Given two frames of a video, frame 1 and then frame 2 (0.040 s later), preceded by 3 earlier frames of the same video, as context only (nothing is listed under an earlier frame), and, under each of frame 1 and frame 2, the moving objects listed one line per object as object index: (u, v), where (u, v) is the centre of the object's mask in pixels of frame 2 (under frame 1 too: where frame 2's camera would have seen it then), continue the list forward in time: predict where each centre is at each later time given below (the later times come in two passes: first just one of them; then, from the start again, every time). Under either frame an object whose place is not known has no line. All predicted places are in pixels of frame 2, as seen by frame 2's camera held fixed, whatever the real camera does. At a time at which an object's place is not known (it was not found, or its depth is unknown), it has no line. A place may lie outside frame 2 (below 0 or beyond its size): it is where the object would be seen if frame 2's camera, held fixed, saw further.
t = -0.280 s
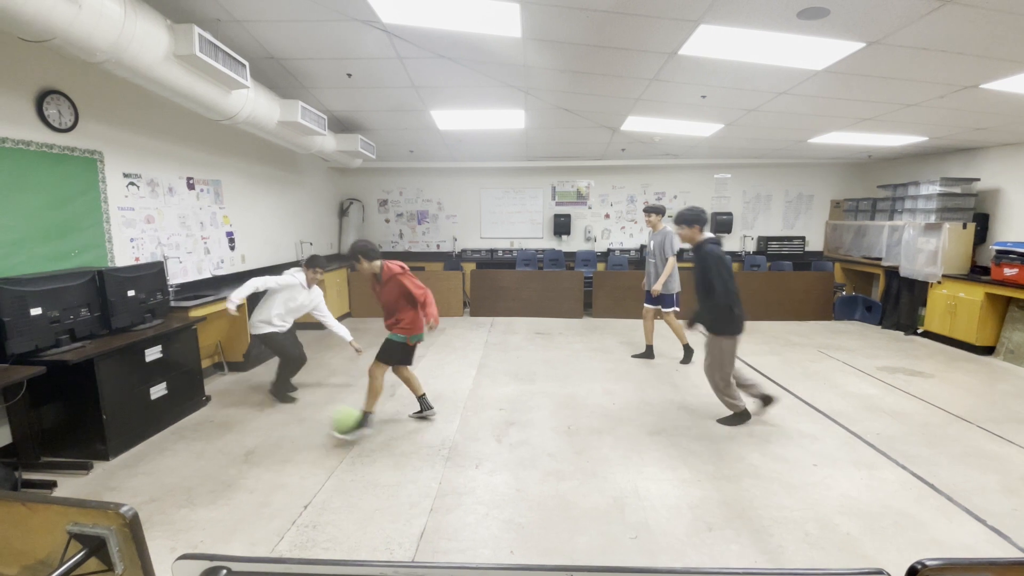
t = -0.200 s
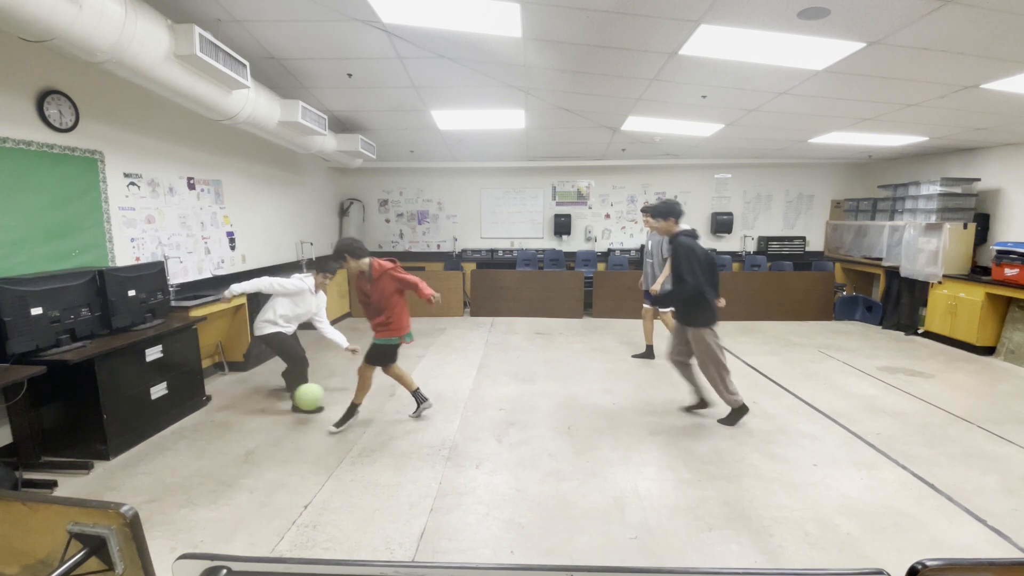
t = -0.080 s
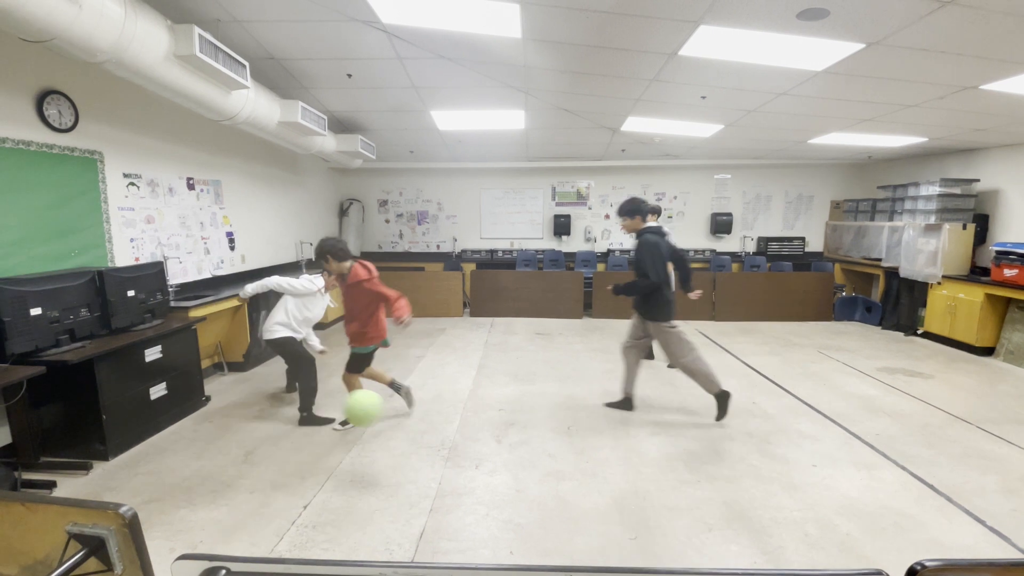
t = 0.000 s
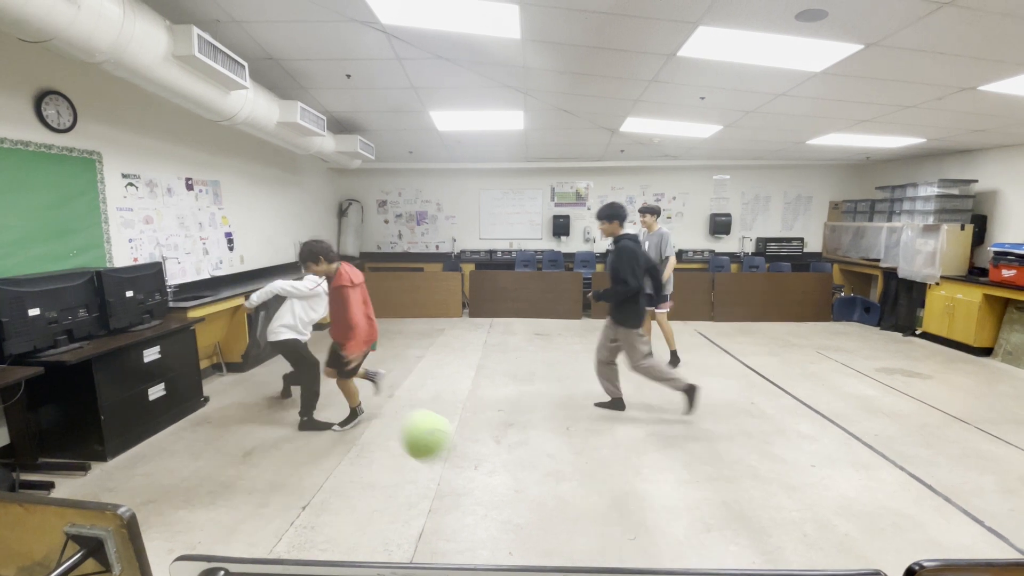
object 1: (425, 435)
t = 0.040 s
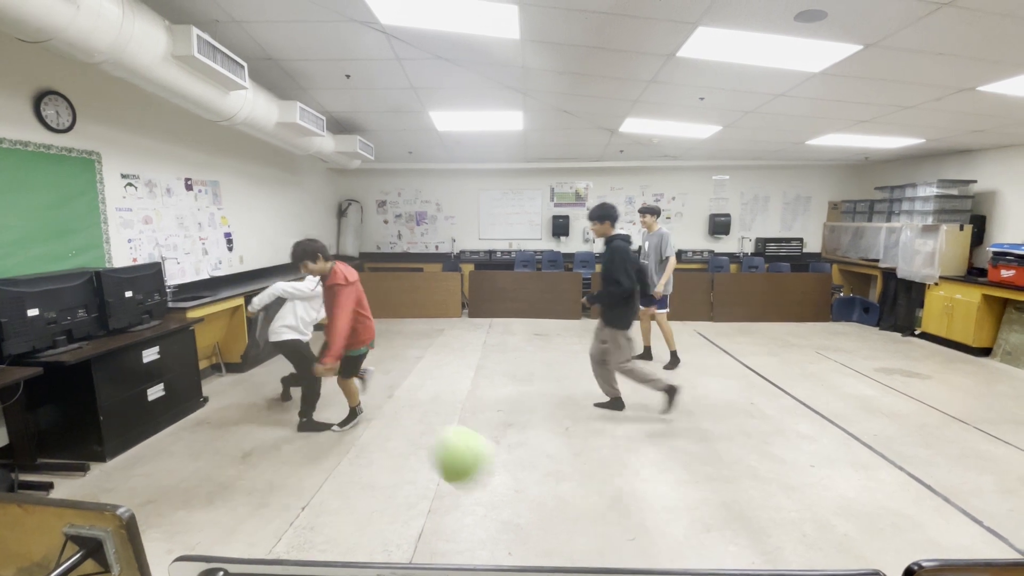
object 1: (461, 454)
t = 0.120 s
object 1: (606, 513)
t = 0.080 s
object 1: (540, 505)
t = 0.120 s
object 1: (606, 513)
